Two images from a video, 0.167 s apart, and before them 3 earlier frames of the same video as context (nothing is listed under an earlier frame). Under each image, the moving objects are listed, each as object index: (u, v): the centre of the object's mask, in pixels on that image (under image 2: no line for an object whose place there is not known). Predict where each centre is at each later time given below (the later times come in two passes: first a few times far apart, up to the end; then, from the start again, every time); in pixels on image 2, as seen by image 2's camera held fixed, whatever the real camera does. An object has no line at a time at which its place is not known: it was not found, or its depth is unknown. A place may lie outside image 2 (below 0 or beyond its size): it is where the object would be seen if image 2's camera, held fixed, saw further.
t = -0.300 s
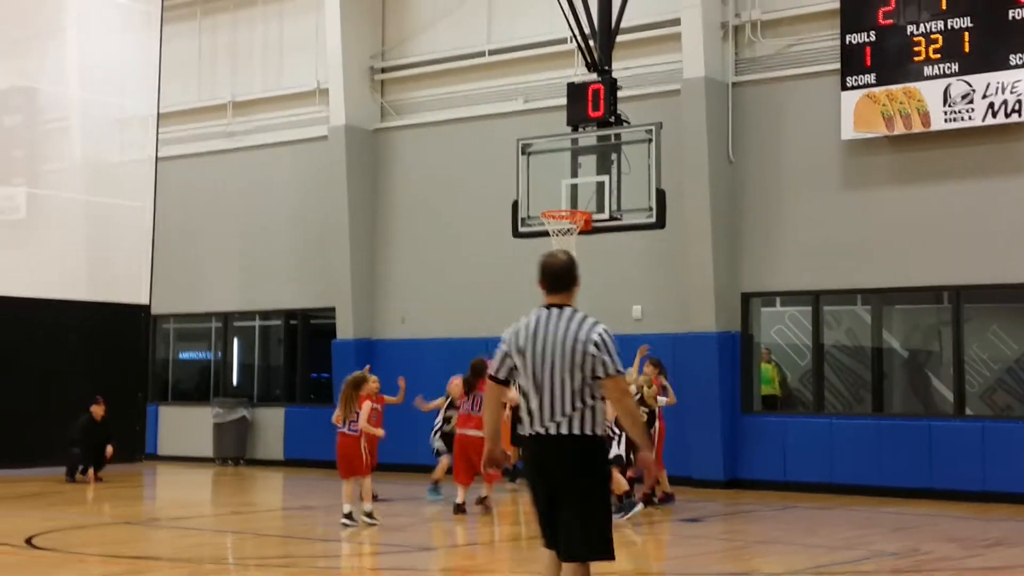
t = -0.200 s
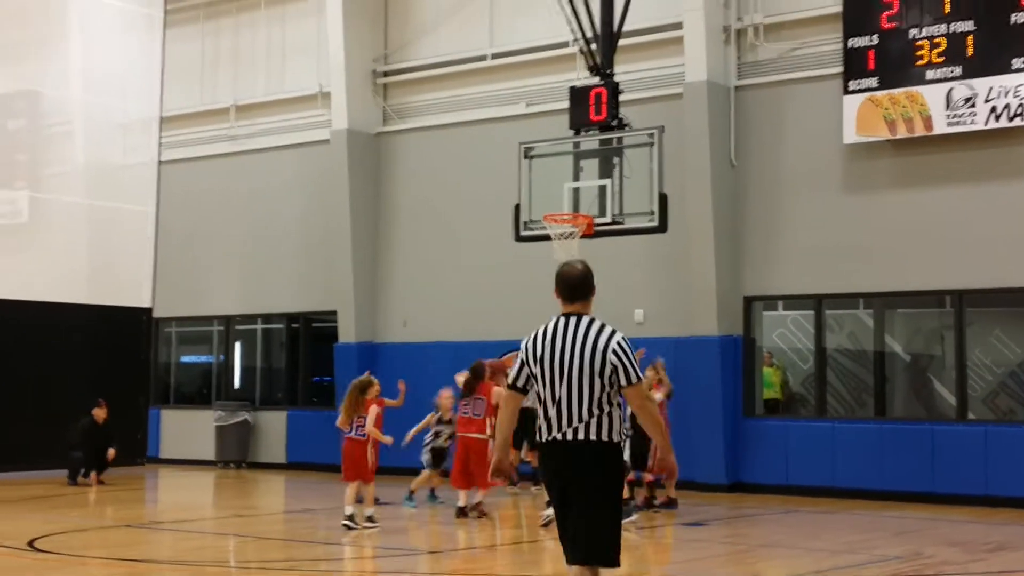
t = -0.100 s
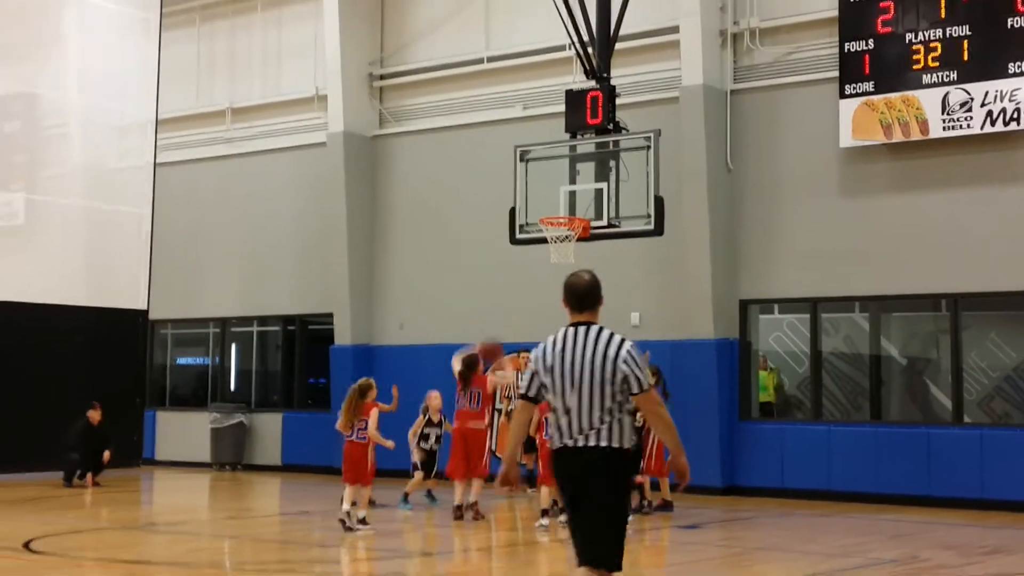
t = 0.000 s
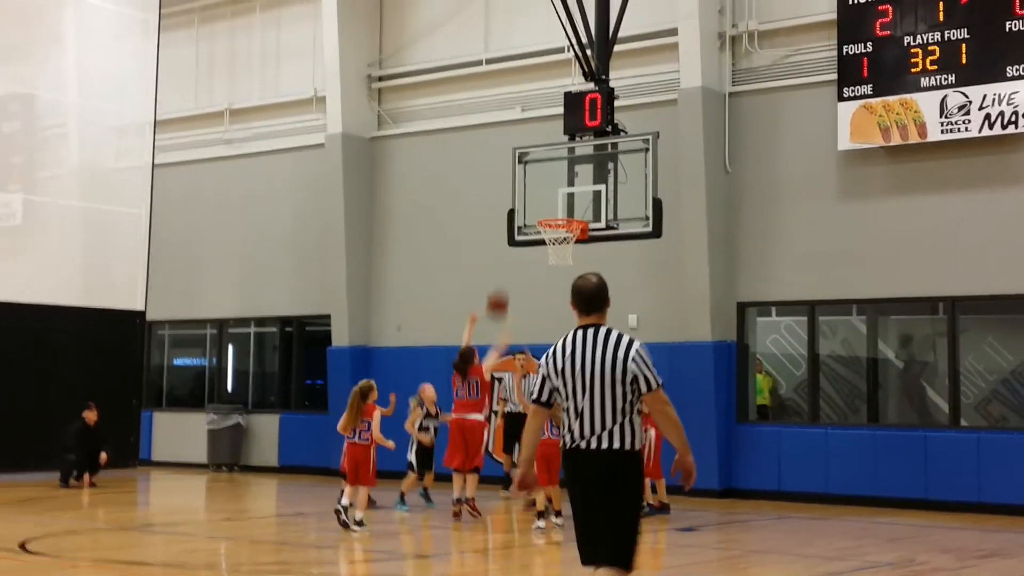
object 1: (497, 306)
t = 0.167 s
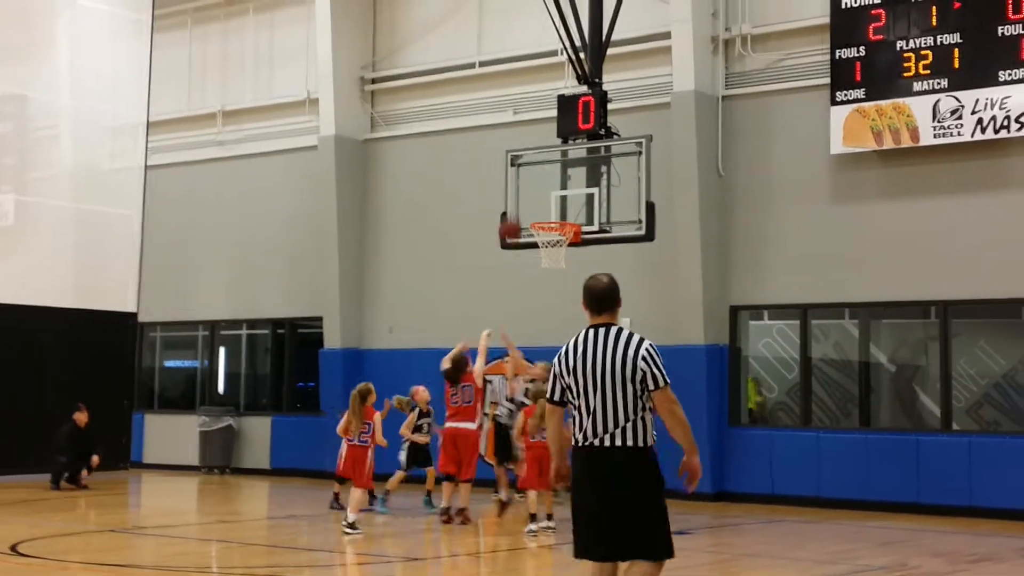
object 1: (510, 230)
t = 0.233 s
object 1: (517, 206)
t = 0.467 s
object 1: (542, 160)
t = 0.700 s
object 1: (565, 164)
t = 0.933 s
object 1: (564, 207)
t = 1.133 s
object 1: (550, 264)
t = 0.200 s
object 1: (514, 216)
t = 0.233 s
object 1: (517, 206)
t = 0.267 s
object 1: (521, 197)
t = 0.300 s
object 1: (525, 188)
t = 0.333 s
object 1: (529, 180)
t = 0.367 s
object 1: (532, 173)
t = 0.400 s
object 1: (536, 168)
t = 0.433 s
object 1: (539, 163)
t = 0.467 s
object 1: (542, 160)
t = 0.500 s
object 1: (546, 158)
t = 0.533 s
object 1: (549, 156)
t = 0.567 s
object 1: (553, 156)
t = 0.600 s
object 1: (556, 157)
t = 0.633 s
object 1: (559, 158)
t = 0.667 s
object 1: (563, 160)
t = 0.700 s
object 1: (565, 164)
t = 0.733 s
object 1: (568, 169)
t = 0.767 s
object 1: (571, 172)
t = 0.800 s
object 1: (573, 179)
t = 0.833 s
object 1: (570, 184)
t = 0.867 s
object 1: (568, 190)
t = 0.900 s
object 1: (566, 199)
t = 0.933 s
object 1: (564, 207)
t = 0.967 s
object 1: (562, 215)
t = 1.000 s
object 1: (559, 227)
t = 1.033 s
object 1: (558, 238)
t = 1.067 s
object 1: (555, 249)
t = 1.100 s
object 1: (553, 255)
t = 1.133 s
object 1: (550, 264)
